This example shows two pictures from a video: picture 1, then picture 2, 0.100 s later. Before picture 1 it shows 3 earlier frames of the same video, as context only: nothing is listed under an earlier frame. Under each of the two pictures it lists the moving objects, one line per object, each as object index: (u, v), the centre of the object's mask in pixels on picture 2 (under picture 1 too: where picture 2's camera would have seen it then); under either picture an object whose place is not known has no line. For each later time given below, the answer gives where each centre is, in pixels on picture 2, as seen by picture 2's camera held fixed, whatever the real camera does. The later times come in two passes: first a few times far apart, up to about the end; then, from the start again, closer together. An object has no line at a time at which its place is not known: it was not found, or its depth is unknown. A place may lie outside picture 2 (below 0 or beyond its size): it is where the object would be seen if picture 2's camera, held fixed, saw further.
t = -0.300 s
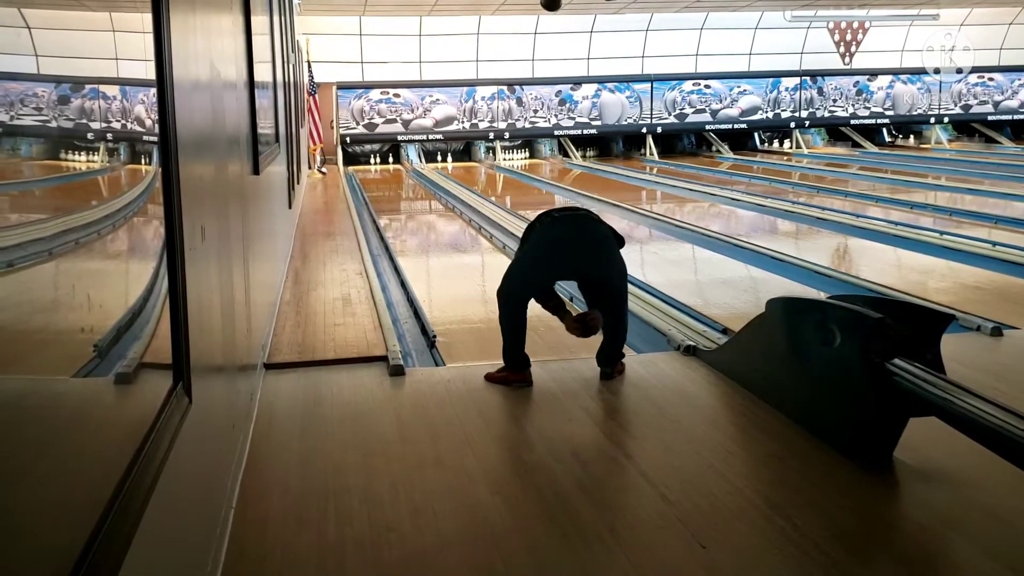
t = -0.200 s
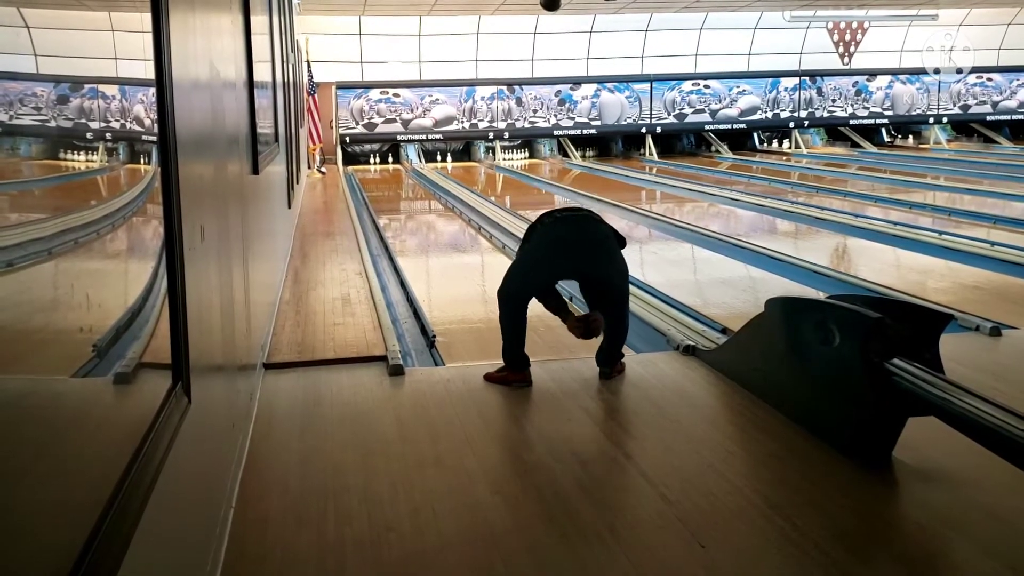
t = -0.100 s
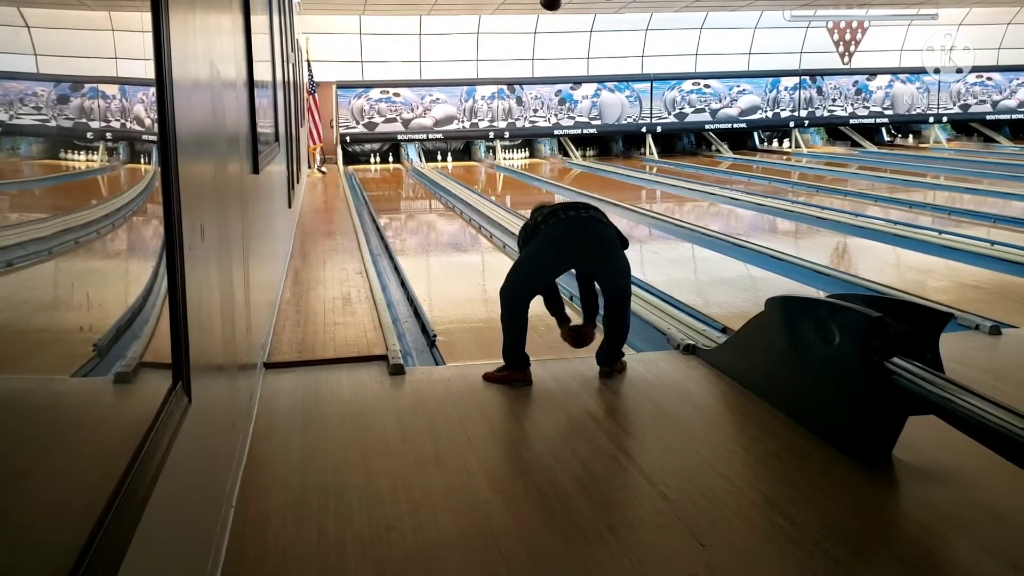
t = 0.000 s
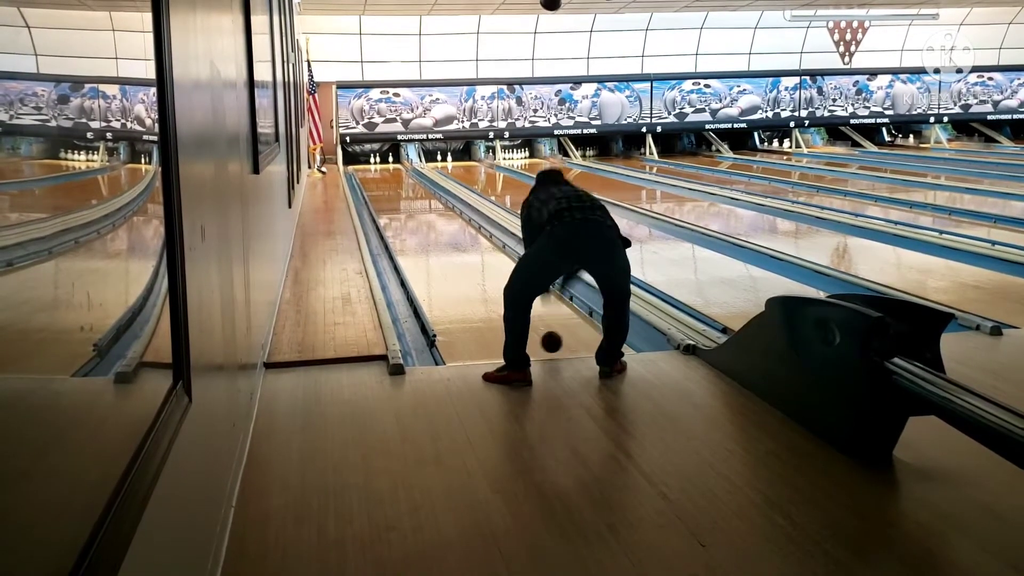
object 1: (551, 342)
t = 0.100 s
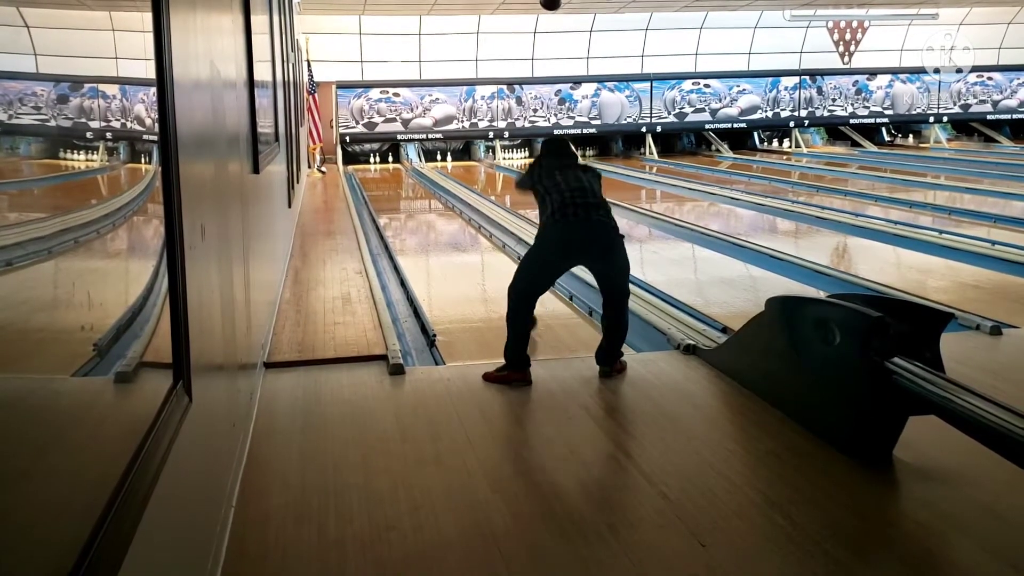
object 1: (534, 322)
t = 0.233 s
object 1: (502, 299)
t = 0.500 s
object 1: (467, 266)
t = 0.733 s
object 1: (447, 245)
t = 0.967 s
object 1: (433, 230)
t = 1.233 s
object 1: (420, 218)
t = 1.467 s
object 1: (411, 209)
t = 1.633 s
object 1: (405, 204)
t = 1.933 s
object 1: (396, 195)
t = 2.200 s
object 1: (390, 189)
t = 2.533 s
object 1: (384, 182)
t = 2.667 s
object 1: (382, 179)
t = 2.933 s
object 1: (378, 174)
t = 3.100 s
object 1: (375, 172)
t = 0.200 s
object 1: (507, 305)
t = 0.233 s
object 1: (502, 299)
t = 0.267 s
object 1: (497, 294)
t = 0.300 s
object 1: (492, 290)
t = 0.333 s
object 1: (487, 285)
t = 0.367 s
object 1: (483, 281)
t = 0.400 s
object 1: (479, 277)
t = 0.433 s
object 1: (475, 273)
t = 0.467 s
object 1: (471, 269)
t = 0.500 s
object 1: (467, 266)
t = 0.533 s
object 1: (464, 263)
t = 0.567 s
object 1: (461, 259)
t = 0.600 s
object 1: (458, 256)
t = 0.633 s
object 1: (455, 253)
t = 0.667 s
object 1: (452, 251)
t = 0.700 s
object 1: (450, 248)
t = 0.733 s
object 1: (447, 245)
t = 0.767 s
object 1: (445, 243)
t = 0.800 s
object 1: (442, 241)
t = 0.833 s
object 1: (441, 239)
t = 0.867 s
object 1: (439, 236)
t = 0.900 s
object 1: (437, 234)
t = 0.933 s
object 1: (435, 232)
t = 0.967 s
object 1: (433, 230)
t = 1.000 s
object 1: (431, 229)
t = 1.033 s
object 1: (429, 227)
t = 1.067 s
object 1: (428, 226)
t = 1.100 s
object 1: (426, 224)
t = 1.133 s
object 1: (425, 222)
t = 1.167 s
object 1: (423, 221)
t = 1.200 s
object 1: (422, 219)
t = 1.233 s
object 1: (420, 218)
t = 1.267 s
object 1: (419, 216)
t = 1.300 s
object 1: (418, 215)
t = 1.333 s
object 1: (416, 214)
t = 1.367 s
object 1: (415, 213)
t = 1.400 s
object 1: (414, 211)
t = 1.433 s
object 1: (412, 210)
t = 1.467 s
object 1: (411, 209)
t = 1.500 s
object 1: (410, 208)
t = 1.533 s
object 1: (409, 207)
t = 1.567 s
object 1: (407, 206)
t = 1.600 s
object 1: (406, 205)
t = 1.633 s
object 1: (405, 204)
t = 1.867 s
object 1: (398, 197)
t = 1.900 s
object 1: (397, 196)
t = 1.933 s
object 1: (396, 195)
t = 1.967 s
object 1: (395, 194)
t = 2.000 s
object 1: (395, 193)
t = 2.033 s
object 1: (394, 192)
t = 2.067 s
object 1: (393, 192)
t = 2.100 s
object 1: (393, 191)
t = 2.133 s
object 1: (392, 190)
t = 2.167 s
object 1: (391, 189)
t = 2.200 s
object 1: (390, 189)
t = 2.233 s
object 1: (389, 188)
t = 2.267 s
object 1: (389, 187)
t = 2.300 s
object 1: (388, 186)
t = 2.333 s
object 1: (388, 186)
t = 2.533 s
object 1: (384, 182)
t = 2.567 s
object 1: (383, 181)
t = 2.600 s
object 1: (383, 180)
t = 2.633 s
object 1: (382, 180)
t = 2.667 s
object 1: (382, 179)
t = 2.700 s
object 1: (382, 179)
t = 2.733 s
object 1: (381, 178)
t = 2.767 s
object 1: (380, 178)
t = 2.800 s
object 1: (380, 177)
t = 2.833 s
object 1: (379, 176)
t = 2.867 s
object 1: (378, 176)
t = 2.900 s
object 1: (378, 175)
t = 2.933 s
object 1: (378, 174)
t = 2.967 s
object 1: (377, 174)
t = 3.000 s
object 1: (376, 173)
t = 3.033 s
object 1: (376, 173)
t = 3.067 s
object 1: (376, 173)
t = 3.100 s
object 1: (375, 172)
